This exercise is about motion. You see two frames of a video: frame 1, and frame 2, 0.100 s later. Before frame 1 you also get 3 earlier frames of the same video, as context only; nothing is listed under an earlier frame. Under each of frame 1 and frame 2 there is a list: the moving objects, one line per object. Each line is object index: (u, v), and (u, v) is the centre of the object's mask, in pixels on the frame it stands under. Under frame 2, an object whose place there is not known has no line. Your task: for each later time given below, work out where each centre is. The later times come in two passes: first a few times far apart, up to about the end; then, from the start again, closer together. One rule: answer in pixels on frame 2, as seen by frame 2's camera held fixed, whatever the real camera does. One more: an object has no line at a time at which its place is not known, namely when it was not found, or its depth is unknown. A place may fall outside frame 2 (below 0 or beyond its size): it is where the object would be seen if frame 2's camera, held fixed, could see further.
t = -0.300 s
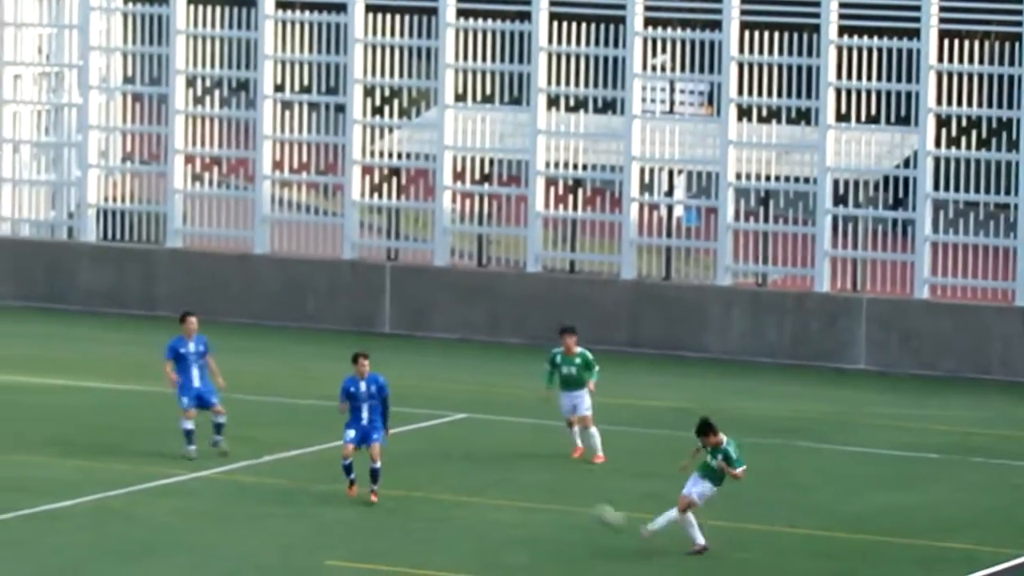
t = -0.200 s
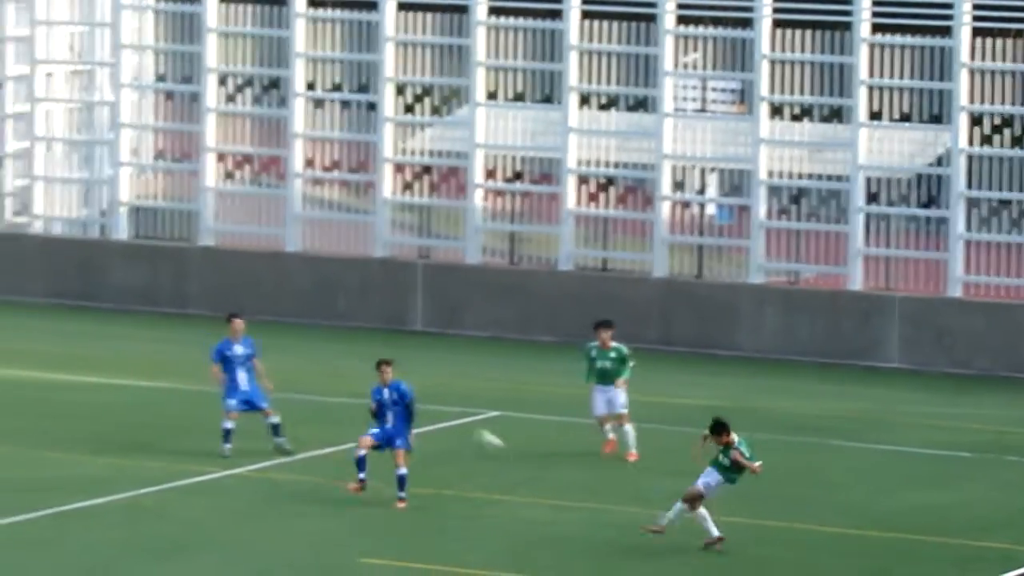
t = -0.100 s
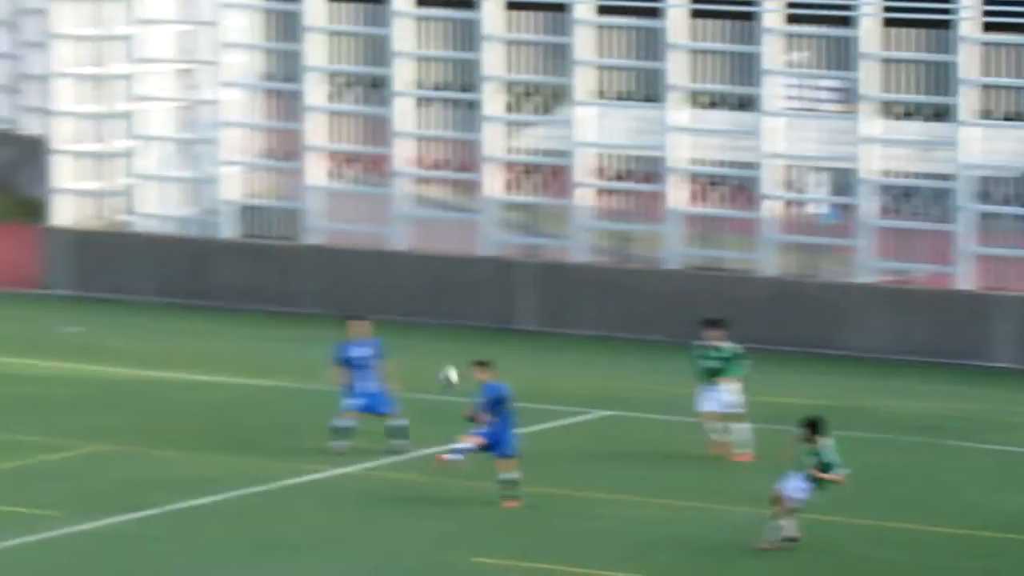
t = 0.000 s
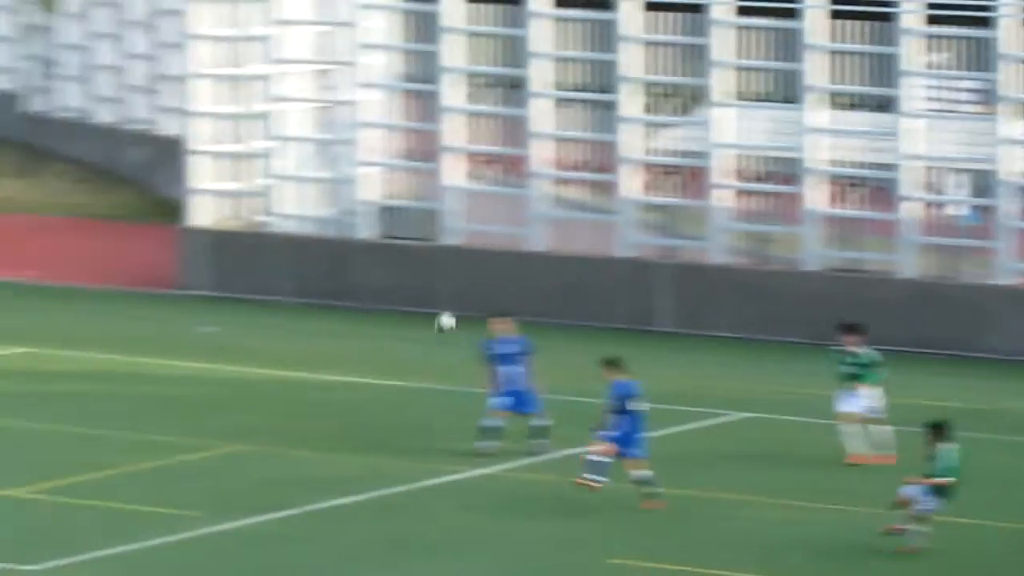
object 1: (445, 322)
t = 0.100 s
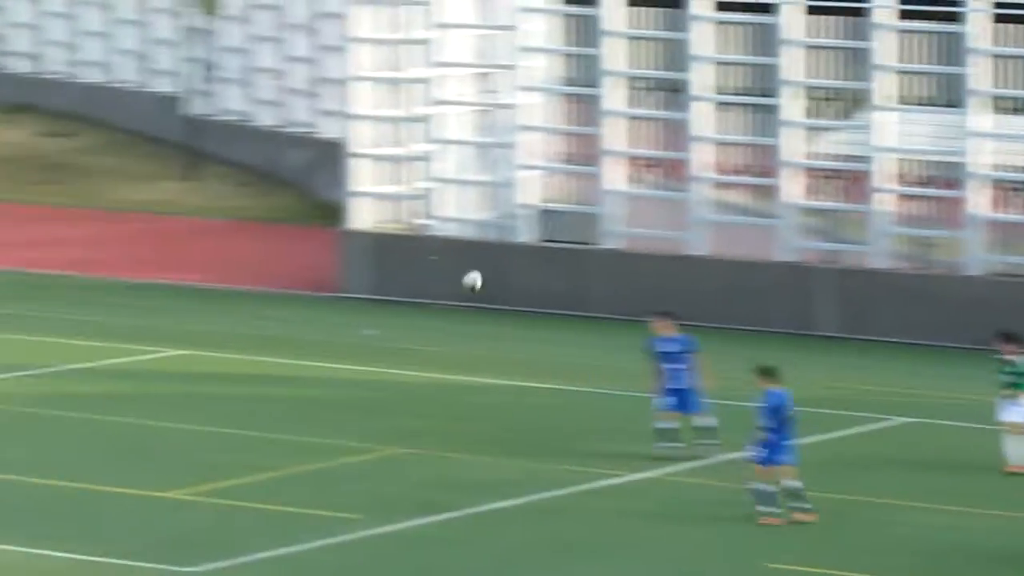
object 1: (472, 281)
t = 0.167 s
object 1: (388, 254)
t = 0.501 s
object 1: (14, 189)
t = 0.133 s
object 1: (430, 267)
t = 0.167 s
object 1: (388, 254)
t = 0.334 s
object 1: (195, 210)
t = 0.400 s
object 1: (121, 199)
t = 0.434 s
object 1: (84, 195)
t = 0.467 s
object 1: (49, 191)
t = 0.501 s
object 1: (14, 189)
